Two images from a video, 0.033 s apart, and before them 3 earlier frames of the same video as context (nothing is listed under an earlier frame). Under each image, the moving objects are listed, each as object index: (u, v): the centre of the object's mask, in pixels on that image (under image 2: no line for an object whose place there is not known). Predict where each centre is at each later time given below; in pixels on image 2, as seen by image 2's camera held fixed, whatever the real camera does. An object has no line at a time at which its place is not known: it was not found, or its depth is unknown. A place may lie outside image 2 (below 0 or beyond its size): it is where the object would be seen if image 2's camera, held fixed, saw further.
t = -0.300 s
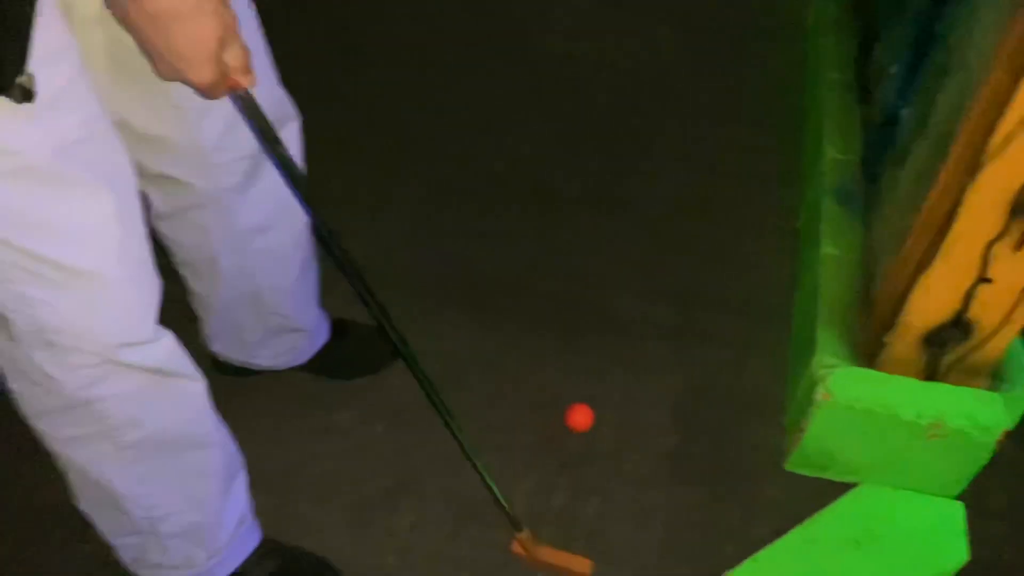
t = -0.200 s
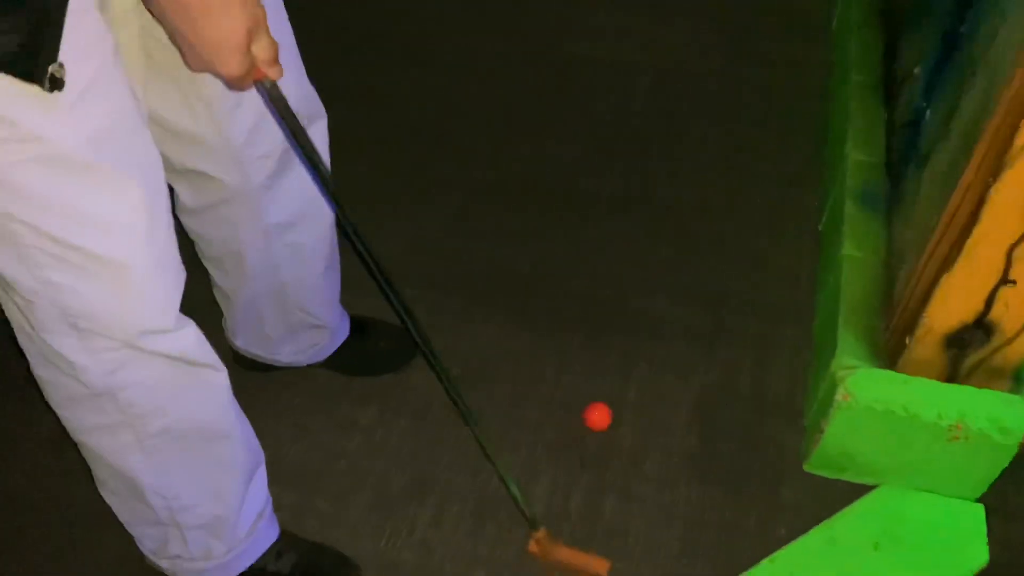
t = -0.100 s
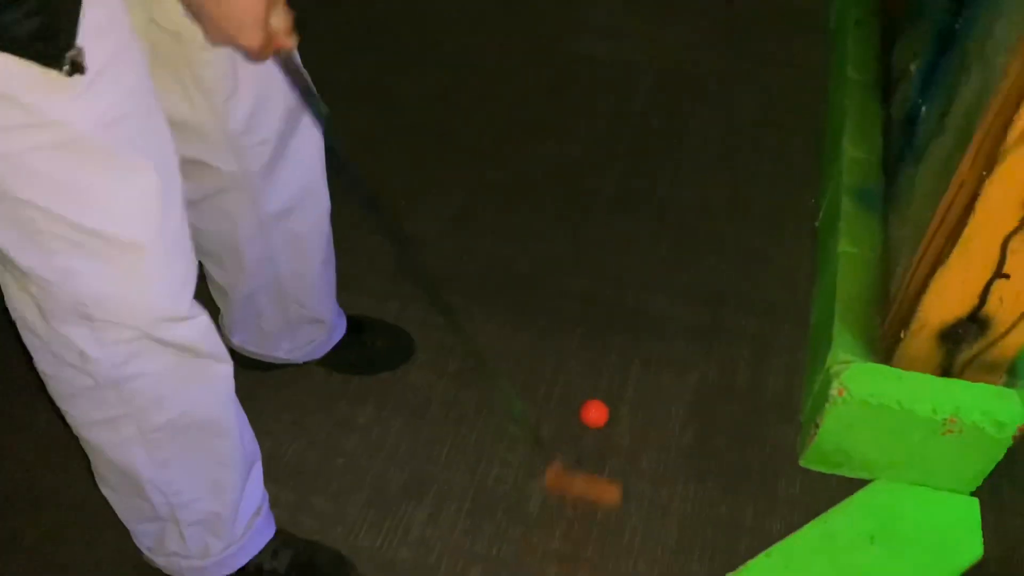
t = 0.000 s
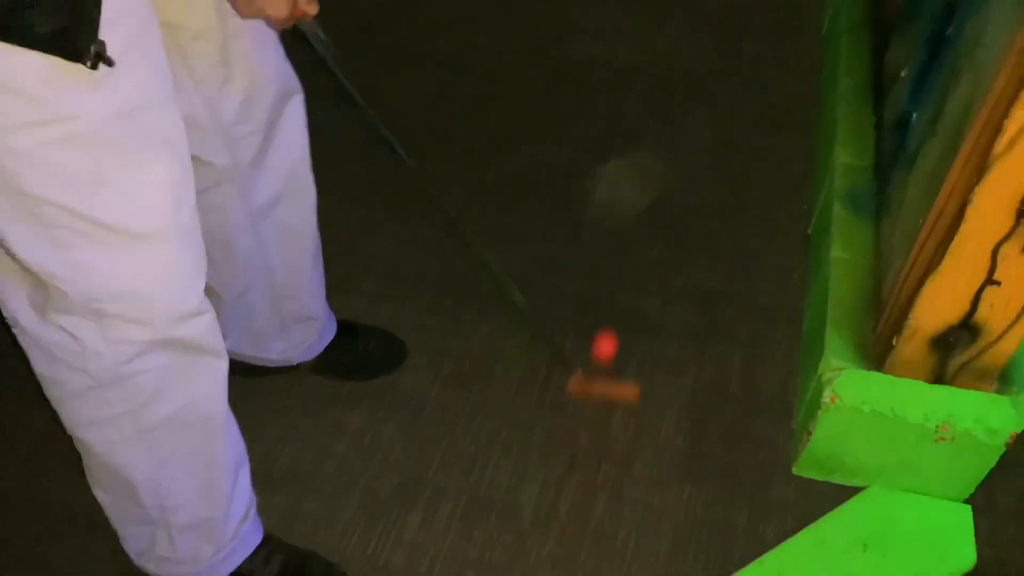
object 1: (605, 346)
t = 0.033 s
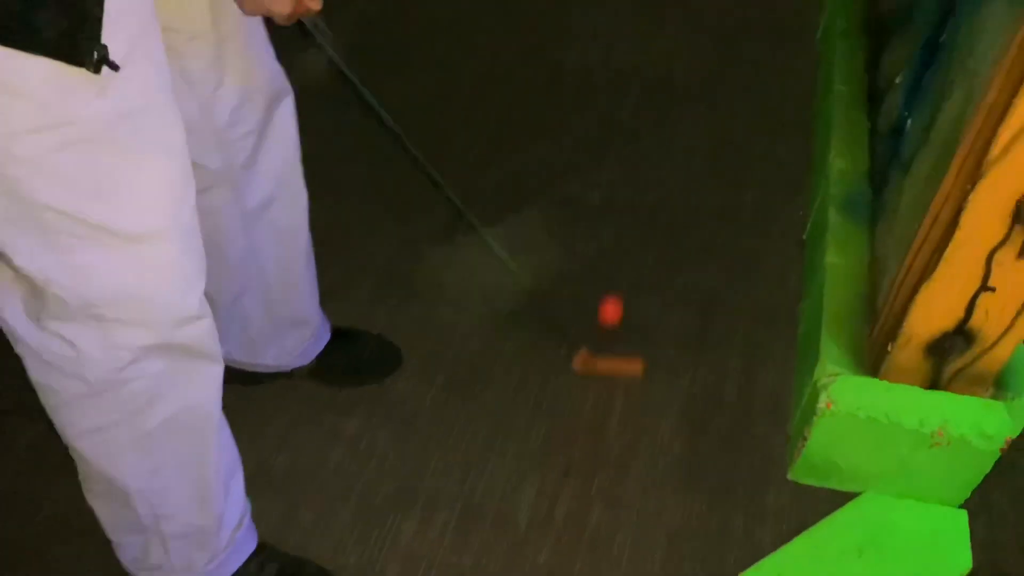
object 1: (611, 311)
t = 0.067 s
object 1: (620, 275)
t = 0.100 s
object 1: (628, 242)
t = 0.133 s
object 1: (634, 213)
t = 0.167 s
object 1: (640, 186)
